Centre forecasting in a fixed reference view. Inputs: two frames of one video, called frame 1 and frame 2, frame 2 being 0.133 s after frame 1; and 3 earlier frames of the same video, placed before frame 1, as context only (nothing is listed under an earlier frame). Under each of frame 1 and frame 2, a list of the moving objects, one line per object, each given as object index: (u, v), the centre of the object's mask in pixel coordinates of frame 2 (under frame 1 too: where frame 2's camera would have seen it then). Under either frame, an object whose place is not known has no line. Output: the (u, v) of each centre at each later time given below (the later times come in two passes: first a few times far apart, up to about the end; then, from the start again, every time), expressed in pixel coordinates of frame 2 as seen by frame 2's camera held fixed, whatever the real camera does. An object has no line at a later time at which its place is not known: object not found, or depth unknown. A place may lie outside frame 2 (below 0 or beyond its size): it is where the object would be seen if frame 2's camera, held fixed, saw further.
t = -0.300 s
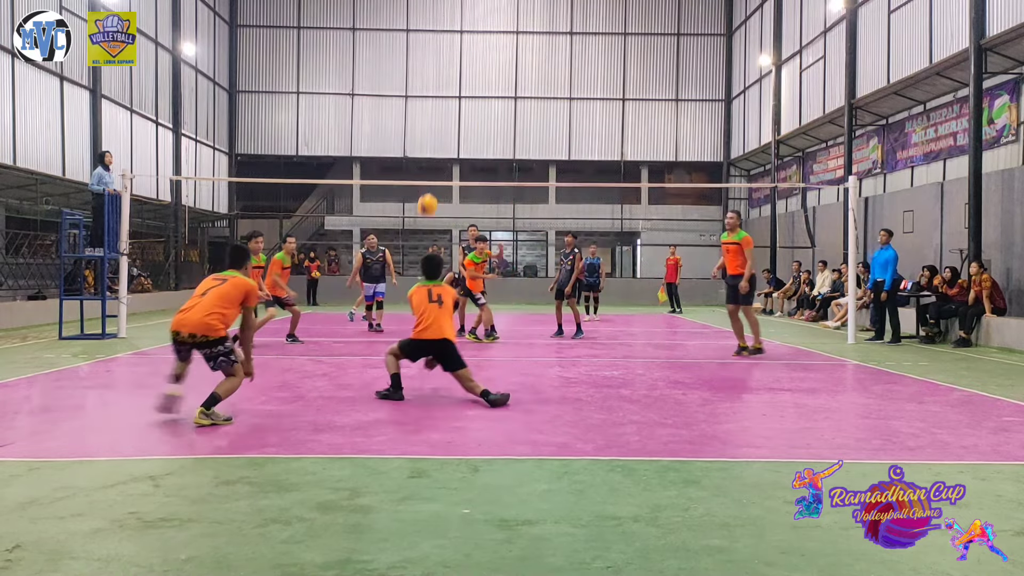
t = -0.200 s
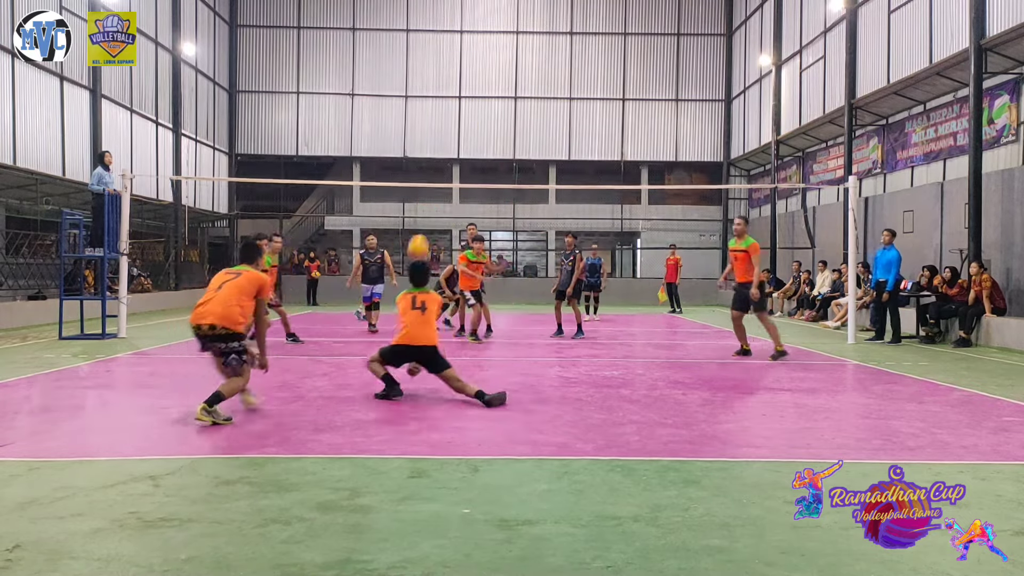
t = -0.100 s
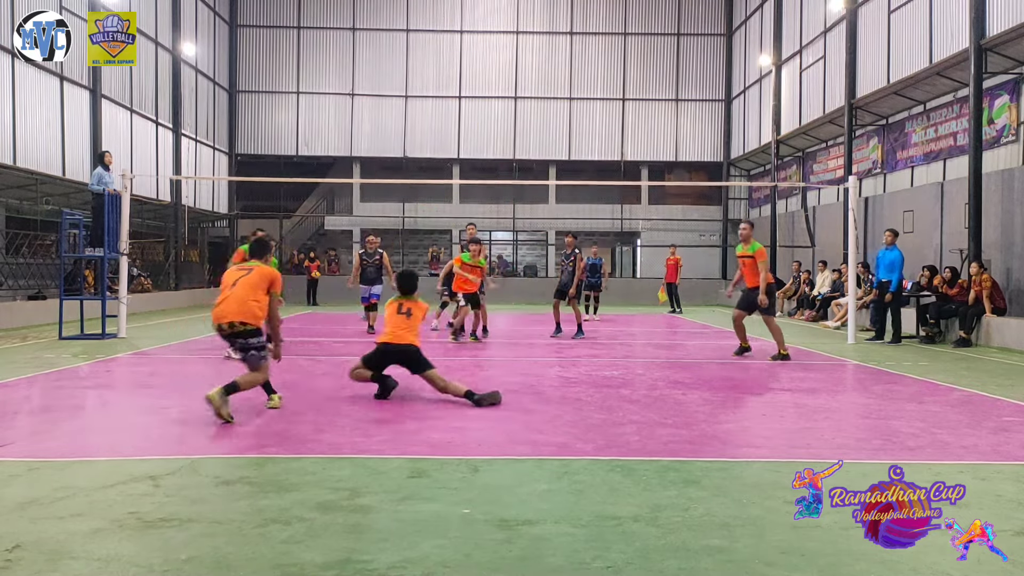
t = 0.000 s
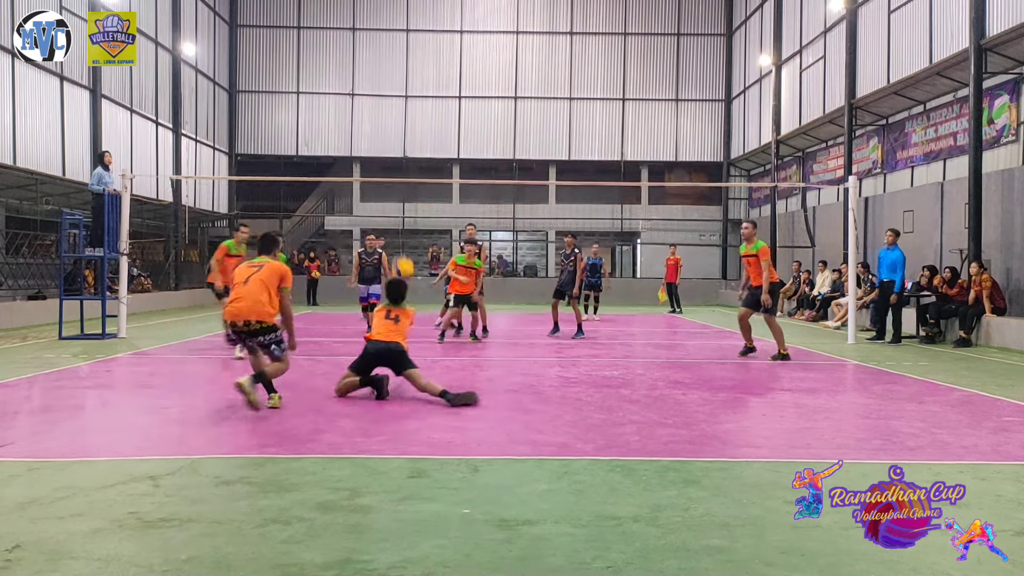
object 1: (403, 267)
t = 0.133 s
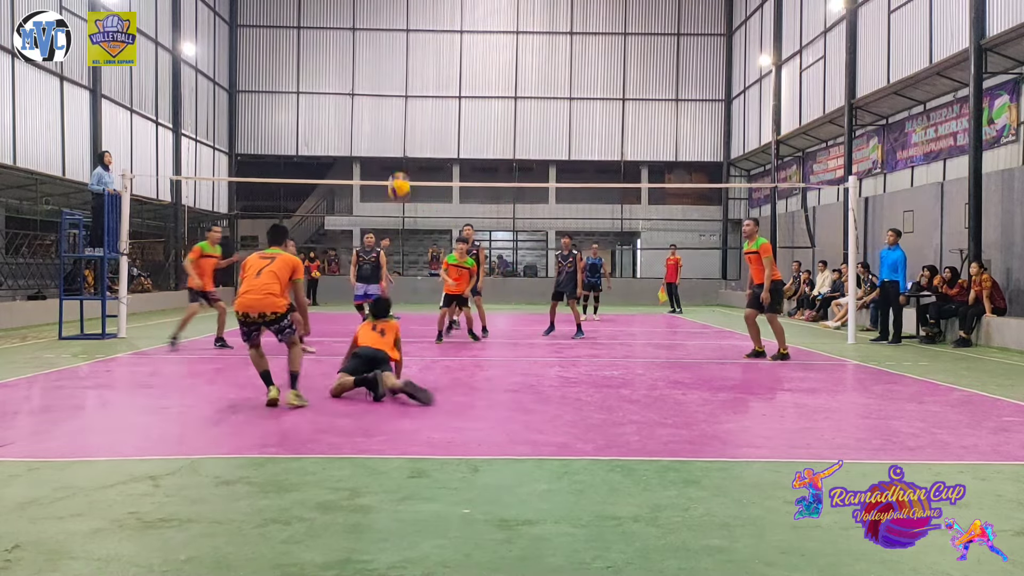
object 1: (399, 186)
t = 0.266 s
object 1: (396, 123)
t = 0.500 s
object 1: (388, 58)
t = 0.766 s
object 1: (380, 51)
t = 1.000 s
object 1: (373, 101)
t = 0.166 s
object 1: (398, 169)
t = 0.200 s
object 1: (398, 155)
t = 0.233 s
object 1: (397, 138)
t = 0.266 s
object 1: (396, 123)
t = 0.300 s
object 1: (394, 111)
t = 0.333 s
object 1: (393, 98)
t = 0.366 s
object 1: (393, 89)
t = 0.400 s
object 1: (392, 79)
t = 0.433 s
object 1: (391, 71)
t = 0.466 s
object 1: (390, 64)
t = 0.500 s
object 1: (388, 58)
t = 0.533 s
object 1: (388, 54)
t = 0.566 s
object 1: (387, 50)
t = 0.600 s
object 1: (386, 47)
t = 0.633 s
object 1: (384, 46)
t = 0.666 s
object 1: (383, 46)
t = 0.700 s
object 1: (382, 46)
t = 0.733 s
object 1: (382, 48)
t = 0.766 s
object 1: (380, 51)
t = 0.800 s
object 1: (379, 55)
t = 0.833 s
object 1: (378, 59)
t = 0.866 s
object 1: (377, 65)
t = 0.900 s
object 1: (377, 72)
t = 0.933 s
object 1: (375, 80)
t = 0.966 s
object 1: (374, 91)
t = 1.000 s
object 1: (373, 101)
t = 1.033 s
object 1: (373, 113)
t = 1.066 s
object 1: (372, 124)
